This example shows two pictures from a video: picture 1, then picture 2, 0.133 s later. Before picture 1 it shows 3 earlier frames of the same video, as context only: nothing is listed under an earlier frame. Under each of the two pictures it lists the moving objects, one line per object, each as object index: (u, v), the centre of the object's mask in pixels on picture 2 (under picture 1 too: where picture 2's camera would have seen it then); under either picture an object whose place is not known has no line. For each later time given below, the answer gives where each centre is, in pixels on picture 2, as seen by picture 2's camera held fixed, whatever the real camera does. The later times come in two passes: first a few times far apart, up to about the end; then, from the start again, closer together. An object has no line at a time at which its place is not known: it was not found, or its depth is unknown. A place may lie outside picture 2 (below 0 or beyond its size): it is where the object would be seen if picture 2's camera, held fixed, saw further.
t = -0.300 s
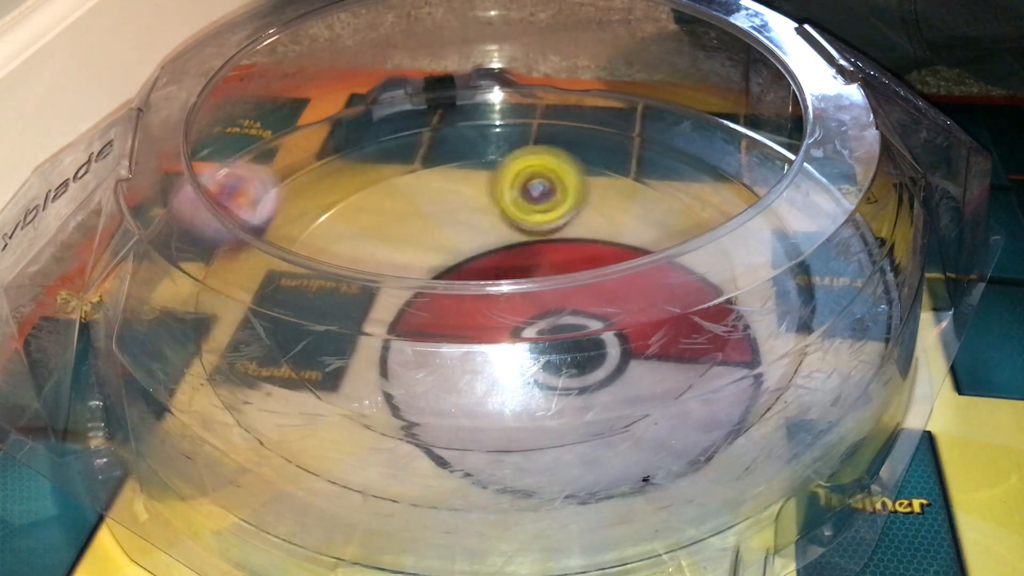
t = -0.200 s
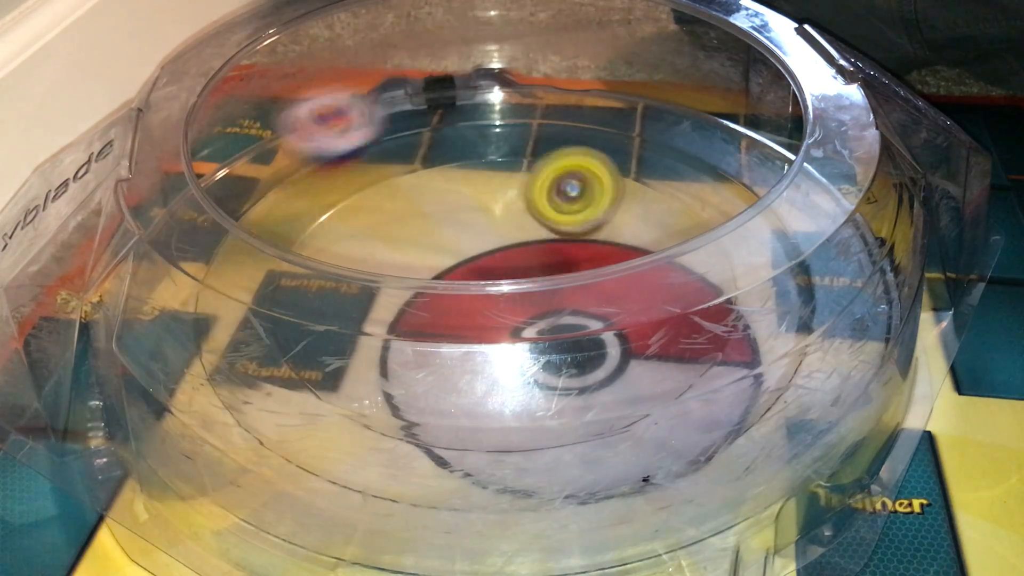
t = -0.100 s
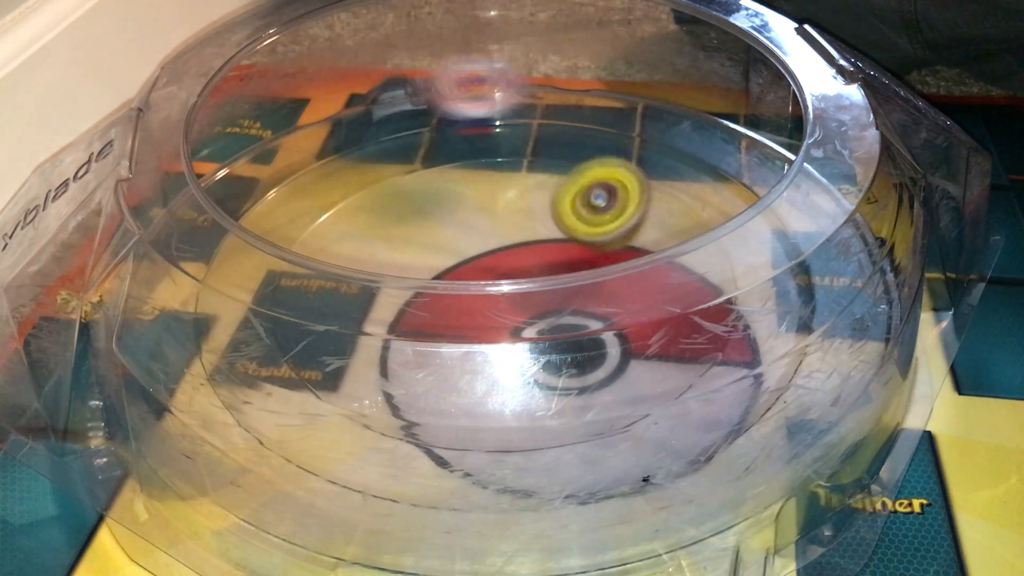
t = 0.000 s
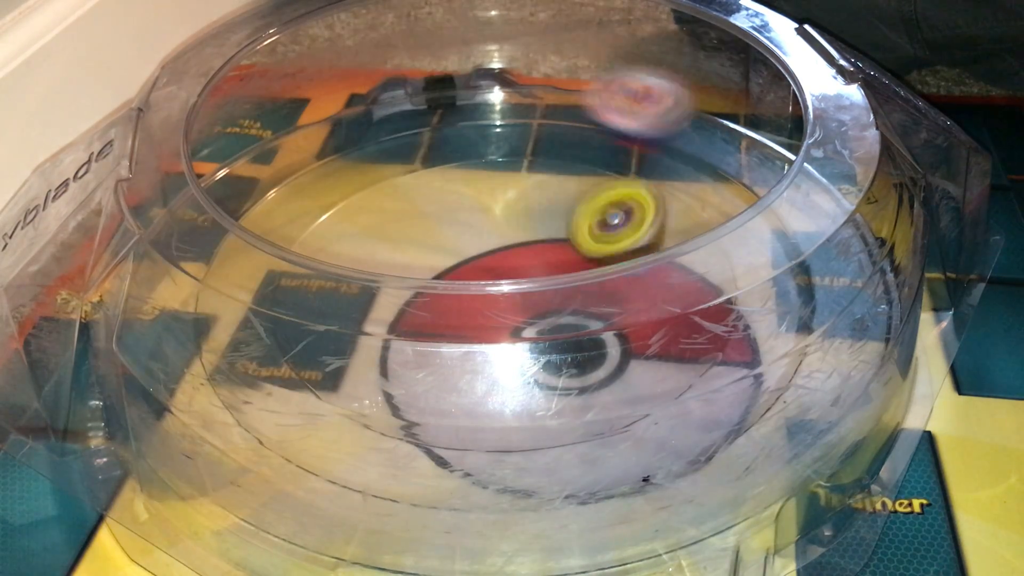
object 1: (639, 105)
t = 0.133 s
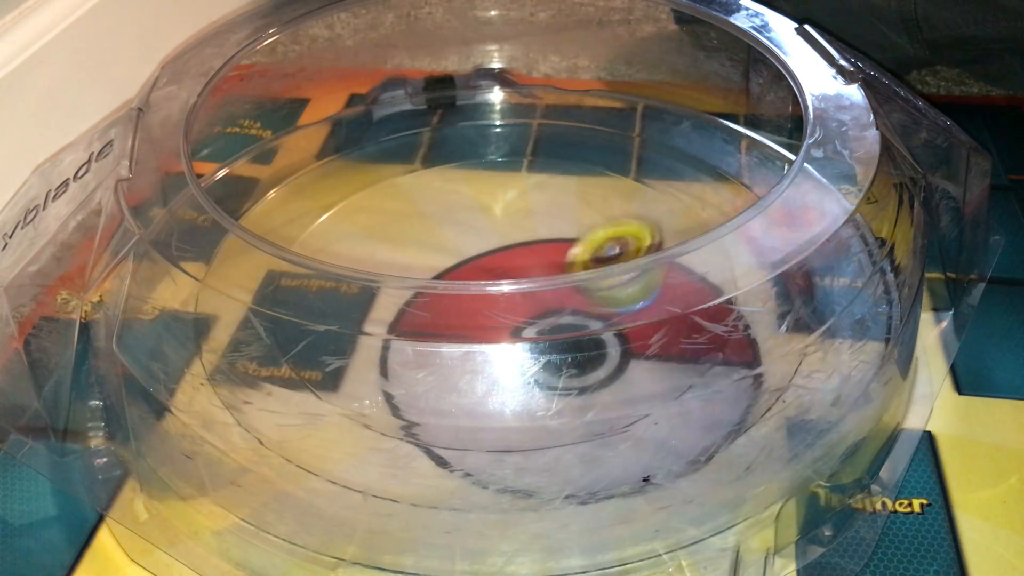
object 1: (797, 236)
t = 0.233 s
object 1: (733, 380)
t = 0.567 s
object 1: (203, 294)
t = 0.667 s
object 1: (222, 209)
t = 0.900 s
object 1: (486, 96)
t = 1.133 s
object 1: (795, 222)
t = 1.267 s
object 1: (705, 396)
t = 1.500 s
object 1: (281, 395)
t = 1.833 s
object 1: (292, 147)
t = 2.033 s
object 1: (537, 94)
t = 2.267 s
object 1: (789, 214)
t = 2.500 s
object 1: (596, 444)
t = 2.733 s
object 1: (227, 352)
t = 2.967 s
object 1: (281, 153)
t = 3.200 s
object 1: (558, 95)
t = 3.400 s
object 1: (748, 172)
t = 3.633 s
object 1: (708, 393)
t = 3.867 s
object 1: (317, 414)
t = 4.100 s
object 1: (213, 220)
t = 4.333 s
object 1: (428, 101)
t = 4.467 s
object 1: (593, 99)
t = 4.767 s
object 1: (798, 295)
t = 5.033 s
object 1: (448, 455)
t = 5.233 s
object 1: (215, 330)
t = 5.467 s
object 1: (286, 148)
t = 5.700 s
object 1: (535, 93)
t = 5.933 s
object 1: (747, 160)
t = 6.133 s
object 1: (786, 318)
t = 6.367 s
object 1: (602, 440)
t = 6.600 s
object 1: (313, 412)
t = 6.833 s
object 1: (213, 326)
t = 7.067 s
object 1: (210, 232)
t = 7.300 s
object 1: (268, 165)
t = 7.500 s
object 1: (343, 124)
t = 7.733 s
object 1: (436, 99)
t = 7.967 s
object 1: (539, 95)
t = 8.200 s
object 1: (627, 109)
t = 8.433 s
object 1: (697, 139)
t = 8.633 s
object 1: (732, 176)
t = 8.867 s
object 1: (740, 248)
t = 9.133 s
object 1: (544, 361)
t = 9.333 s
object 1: (329, 313)
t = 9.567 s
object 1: (328, 172)
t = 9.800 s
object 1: (523, 156)
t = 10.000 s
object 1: (661, 219)
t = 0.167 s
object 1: (809, 289)
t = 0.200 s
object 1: (780, 329)
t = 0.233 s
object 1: (733, 380)
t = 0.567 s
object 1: (203, 294)
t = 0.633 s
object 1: (207, 233)
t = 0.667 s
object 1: (222, 209)
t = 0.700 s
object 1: (248, 180)
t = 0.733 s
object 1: (274, 159)
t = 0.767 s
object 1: (307, 137)
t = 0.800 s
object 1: (348, 121)
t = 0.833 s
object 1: (390, 110)
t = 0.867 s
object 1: (437, 98)
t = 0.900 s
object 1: (486, 96)
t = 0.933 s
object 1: (542, 94)
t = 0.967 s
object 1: (593, 99)
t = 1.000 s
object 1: (645, 107)
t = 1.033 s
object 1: (690, 124)
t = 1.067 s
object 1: (734, 153)
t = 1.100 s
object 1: (750, 175)
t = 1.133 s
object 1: (795, 222)
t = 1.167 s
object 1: (801, 278)
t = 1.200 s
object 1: (791, 314)
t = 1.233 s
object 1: (750, 363)
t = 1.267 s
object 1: (705, 396)
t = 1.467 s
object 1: (322, 418)
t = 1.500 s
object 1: (281, 395)
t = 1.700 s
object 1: (208, 232)
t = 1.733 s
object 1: (220, 212)
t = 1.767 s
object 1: (246, 185)
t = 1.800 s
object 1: (262, 166)
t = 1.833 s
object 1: (292, 147)
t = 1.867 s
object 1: (325, 129)
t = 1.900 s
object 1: (365, 115)
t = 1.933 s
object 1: (404, 106)
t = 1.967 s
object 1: (445, 97)
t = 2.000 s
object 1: (490, 95)
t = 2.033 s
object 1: (537, 94)
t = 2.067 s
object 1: (579, 97)
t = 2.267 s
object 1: (789, 214)
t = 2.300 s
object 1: (799, 253)
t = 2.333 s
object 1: (798, 293)
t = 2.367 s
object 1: (782, 328)
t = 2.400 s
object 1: (753, 364)
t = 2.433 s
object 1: (706, 396)
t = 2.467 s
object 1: (649, 424)
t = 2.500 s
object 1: (596, 444)
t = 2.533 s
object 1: (533, 452)
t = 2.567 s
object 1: (456, 450)
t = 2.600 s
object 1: (397, 443)
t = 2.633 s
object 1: (344, 428)
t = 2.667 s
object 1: (297, 405)
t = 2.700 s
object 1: (258, 382)
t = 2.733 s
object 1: (227, 352)
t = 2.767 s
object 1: (209, 322)
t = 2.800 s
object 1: (201, 288)
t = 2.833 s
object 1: (199, 262)
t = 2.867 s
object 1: (210, 226)
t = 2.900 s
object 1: (225, 202)
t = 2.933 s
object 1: (253, 175)
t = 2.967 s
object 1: (281, 153)
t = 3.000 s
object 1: (315, 134)
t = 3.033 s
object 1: (352, 119)
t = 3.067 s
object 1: (391, 110)
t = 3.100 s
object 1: (428, 101)
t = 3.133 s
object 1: (472, 95)
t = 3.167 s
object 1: (514, 92)
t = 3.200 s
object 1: (558, 95)
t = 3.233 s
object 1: (601, 100)
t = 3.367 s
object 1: (737, 157)
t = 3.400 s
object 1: (748, 172)
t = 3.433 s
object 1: (784, 208)
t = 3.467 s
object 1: (800, 239)
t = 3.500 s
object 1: (801, 275)
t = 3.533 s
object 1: (795, 306)
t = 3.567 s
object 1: (774, 334)
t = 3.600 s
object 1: (745, 369)
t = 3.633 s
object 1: (708, 393)
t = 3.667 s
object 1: (669, 414)
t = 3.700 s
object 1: (610, 441)
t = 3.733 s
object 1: (548, 452)
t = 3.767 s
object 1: (485, 456)
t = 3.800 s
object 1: (423, 446)
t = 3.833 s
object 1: (370, 436)
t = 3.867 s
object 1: (317, 414)
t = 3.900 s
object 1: (277, 392)
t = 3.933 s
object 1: (245, 366)
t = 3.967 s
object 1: (221, 337)
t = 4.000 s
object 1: (208, 307)
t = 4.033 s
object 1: (200, 277)
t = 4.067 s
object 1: (198, 252)
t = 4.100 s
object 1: (213, 220)
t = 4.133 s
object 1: (232, 193)
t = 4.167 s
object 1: (253, 172)
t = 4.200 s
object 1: (283, 150)
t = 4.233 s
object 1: (316, 132)
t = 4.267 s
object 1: (356, 118)
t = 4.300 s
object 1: (392, 108)
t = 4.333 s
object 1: (428, 101)
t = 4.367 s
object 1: (468, 96)
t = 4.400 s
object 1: (510, 93)
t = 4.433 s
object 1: (550, 94)
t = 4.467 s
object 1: (593, 99)
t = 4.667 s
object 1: (784, 201)
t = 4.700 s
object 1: (793, 226)
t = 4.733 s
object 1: (803, 260)
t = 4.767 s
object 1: (798, 295)
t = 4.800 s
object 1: (782, 324)
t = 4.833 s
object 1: (760, 353)
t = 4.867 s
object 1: (726, 382)
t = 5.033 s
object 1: (448, 455)
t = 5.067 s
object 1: (395, 445)
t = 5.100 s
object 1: (346, 428)
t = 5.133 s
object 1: (297, 403)
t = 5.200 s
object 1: (233, 356)
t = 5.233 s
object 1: (215, 330)
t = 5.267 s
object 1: (203, 300)
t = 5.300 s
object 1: (196, 272)
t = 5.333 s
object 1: (199, 243)
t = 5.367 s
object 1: (212, 218)
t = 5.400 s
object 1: (243, 186)
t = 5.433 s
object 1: (256, 169)
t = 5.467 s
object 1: (286, 148)
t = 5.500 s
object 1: (318, 131)
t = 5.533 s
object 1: (354, 119)
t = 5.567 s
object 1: (387, 110)
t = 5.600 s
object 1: (420, 102)
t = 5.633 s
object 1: (455, 96)
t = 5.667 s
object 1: (494, 93)
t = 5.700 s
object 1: (535, 93)
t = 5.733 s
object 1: (571, 94)
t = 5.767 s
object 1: (609, 101)
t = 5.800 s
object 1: (645, 109)
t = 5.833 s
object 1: (676, 121)
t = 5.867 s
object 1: (703, 135)
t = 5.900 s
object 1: (729, 148)
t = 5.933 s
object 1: (747, 160)
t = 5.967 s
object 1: (751, 173)
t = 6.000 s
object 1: (787, 206)
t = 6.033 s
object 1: (801, 231)
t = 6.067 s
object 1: (800, 261)
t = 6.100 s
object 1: (800, 294)
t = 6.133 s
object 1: (786, 318)
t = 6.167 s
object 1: (771, 339)
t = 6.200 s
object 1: (755, 360)
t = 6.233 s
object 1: (737, 377)
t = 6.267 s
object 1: (713, 395)
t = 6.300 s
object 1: (685, 409)
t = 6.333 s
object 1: (640, 430)
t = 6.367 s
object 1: (602, 440)
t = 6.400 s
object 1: (549, 449)
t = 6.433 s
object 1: (503, 454)
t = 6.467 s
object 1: (459, 449)
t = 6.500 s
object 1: (412, 444)
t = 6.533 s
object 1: (373, 434)
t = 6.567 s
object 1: (339, 422)
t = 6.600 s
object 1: (313, 412)
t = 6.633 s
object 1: (292, 402)
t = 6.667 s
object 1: (275, 394)
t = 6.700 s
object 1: (259, 383)
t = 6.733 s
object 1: (243, 368)
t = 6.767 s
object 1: (227, 356)
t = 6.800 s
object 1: (218, 343)
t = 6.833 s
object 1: (213, 326)
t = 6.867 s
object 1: (205, 310)
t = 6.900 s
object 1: (201, 296)
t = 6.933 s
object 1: (197, 285)
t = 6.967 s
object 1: (197, 273)
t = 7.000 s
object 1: (198, 262)
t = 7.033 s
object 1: (206, 243)
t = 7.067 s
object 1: (210, 232)
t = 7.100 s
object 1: (214, 223)
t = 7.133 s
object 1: (219, 215)
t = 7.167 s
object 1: (224, 204)
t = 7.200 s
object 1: (232, 192)
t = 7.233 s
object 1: (247, 181)
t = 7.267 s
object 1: (256, 173)
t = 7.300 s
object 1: (268, 165)
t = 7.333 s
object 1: (278, 157)
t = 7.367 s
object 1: (288, 150)
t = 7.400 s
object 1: (298, 143)
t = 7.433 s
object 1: (309, 137)
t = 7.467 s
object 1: (323, 129)
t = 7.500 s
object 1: (343, 124)
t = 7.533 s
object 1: (360, 118)
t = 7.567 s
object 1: (374, 113)
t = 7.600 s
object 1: (386, 110)
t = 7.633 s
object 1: (398, 107)
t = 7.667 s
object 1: (411, 105)
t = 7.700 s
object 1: (422, 101)
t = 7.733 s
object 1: (436, 99)
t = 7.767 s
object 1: (452, 96)
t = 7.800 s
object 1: (471, 97)
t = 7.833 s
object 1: (487, 96)
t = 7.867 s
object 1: (500, 94)
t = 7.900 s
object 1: (513, 94)
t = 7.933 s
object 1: (527, 95)
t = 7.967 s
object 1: (539, 95)
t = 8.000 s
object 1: (552, 96)
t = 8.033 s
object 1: (565, 96)
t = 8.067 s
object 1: (577, 99)
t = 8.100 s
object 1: (590, 101)
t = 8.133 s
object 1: (603, 102)
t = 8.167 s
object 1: (616, 105)
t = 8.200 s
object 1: (627, 109)
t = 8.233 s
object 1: (637, 112)
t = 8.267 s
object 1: (648, 115)
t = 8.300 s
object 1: (659, 120)
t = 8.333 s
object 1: (670, 123)
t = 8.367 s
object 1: (679, 128)
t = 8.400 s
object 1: (687, 134)
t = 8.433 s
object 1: (697, 139)
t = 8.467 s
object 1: (705, 146)
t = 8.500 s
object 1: (712, 153)
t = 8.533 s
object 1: (718, 159)
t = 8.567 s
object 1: (726, 167)
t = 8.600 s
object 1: (729, 172)
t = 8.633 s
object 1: (732, 176)
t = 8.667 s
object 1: (730, 183)
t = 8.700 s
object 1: (730, 188)
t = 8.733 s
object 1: (727, 196)
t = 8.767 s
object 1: (727, 214)
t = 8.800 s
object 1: (742, 231)
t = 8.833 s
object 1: (741, 240)
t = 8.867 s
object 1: (740, 248)
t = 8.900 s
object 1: (740, 264)
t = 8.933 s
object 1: (729, 276)
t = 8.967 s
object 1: (709, 294)
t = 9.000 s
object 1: (683, 313)
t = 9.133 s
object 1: (544, 361)
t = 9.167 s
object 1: (500, 365)
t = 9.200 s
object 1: (460, 360)
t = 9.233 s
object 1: (421, 353)
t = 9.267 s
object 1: (385, 341)
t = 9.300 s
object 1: (355, 326)
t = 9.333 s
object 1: (329, 313)
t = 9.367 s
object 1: (313, 292)
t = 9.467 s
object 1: (291, 218)
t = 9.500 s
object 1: (296, 205)
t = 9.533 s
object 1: (311, 187)
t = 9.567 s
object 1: (328, 172)
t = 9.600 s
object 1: (352, 160)
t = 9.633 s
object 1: (377, 152)
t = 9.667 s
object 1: (404, 147)
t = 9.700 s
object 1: (432, 145)
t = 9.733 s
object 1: (463, 146)
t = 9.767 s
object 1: (493, 149)
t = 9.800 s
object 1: (523, 156)
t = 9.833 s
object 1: (553, 163)
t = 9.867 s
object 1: (580, 172)
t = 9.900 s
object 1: (604, 183)
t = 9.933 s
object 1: (627, 196)
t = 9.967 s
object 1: (648, 211)
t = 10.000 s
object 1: (661, 219)
